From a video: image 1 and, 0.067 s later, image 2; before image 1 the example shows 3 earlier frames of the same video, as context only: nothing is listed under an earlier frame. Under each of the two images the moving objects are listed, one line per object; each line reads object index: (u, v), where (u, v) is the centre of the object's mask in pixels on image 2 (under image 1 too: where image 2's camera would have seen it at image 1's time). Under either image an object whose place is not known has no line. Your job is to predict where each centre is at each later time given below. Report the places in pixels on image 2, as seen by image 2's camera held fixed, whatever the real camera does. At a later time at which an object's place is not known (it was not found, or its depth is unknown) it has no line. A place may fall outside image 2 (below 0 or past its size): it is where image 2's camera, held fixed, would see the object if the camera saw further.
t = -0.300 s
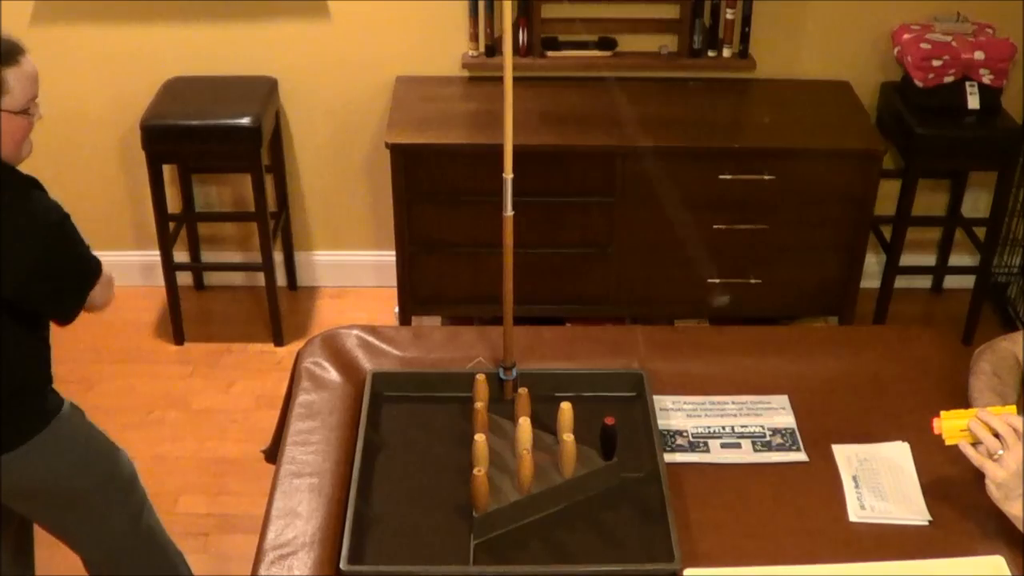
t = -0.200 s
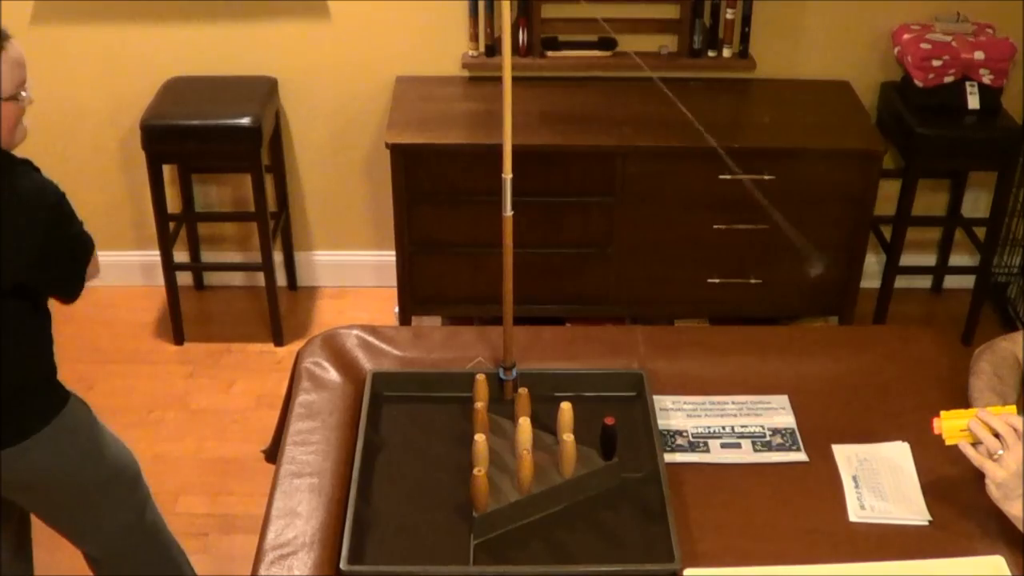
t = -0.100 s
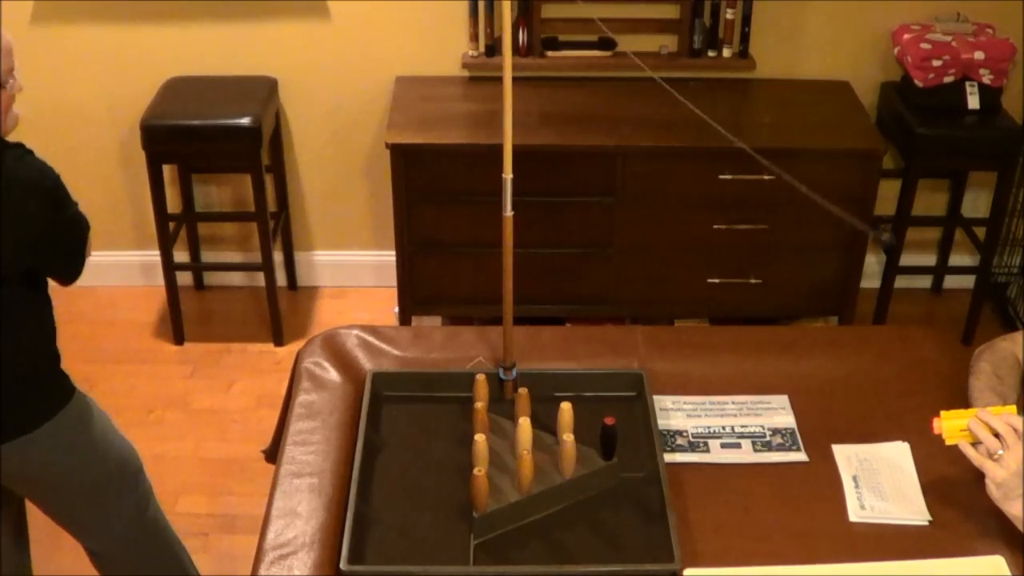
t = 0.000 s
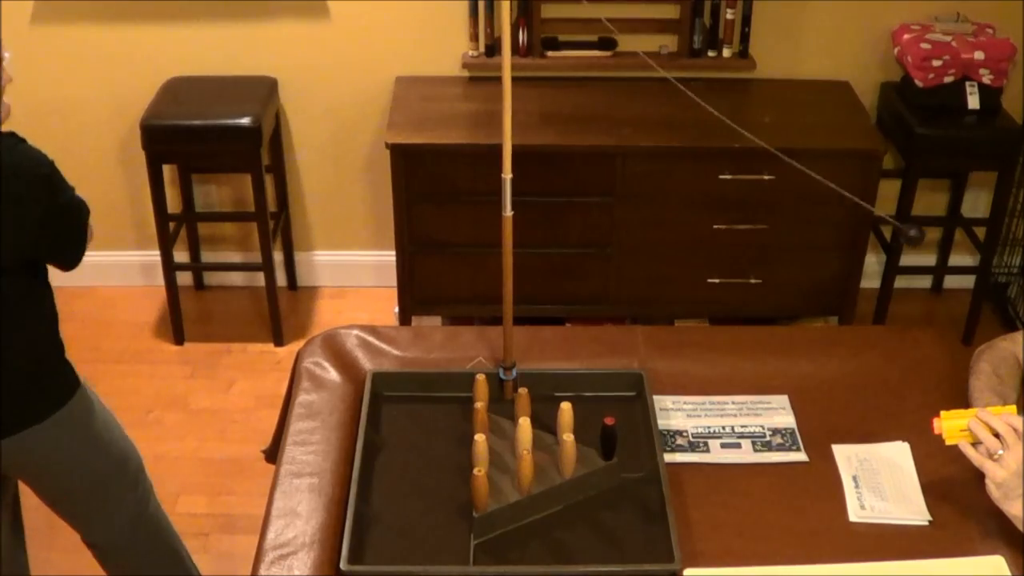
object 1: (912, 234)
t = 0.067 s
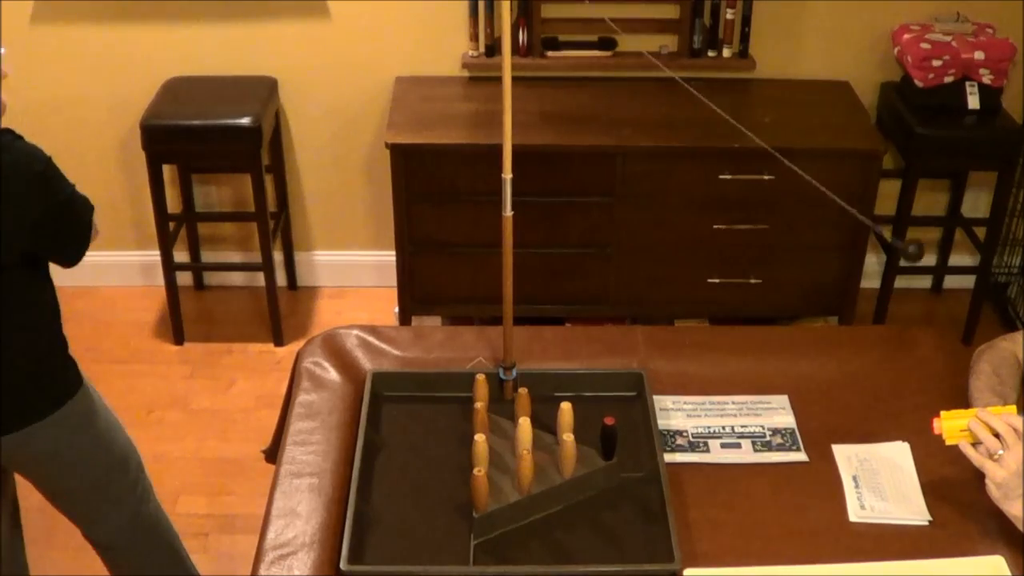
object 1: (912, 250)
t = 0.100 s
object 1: (906, 265)
